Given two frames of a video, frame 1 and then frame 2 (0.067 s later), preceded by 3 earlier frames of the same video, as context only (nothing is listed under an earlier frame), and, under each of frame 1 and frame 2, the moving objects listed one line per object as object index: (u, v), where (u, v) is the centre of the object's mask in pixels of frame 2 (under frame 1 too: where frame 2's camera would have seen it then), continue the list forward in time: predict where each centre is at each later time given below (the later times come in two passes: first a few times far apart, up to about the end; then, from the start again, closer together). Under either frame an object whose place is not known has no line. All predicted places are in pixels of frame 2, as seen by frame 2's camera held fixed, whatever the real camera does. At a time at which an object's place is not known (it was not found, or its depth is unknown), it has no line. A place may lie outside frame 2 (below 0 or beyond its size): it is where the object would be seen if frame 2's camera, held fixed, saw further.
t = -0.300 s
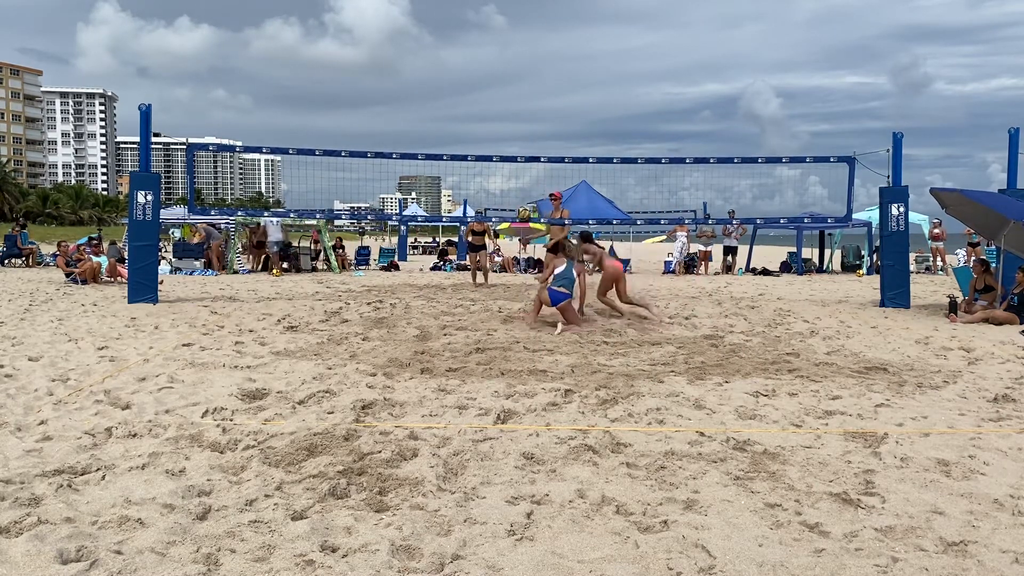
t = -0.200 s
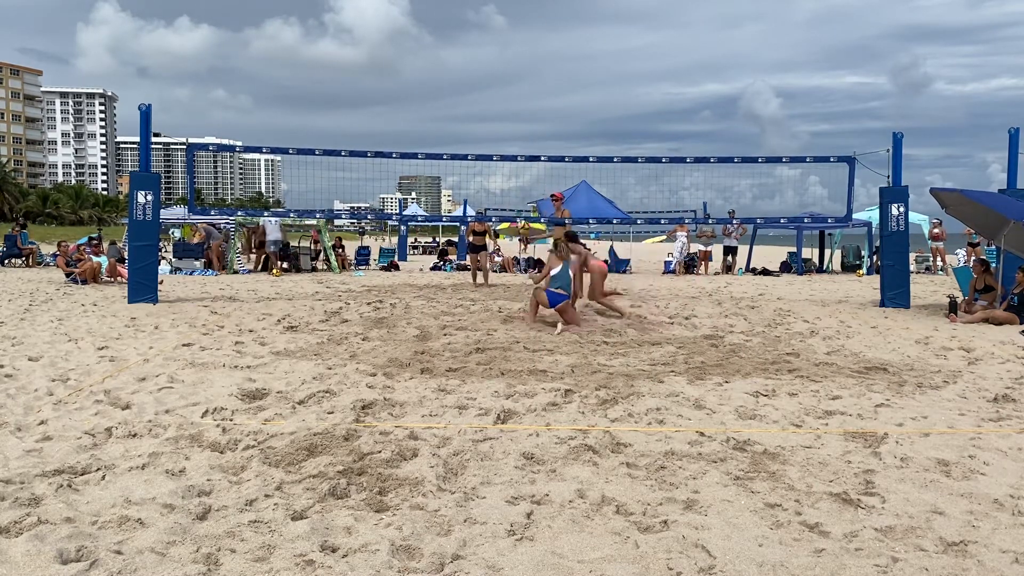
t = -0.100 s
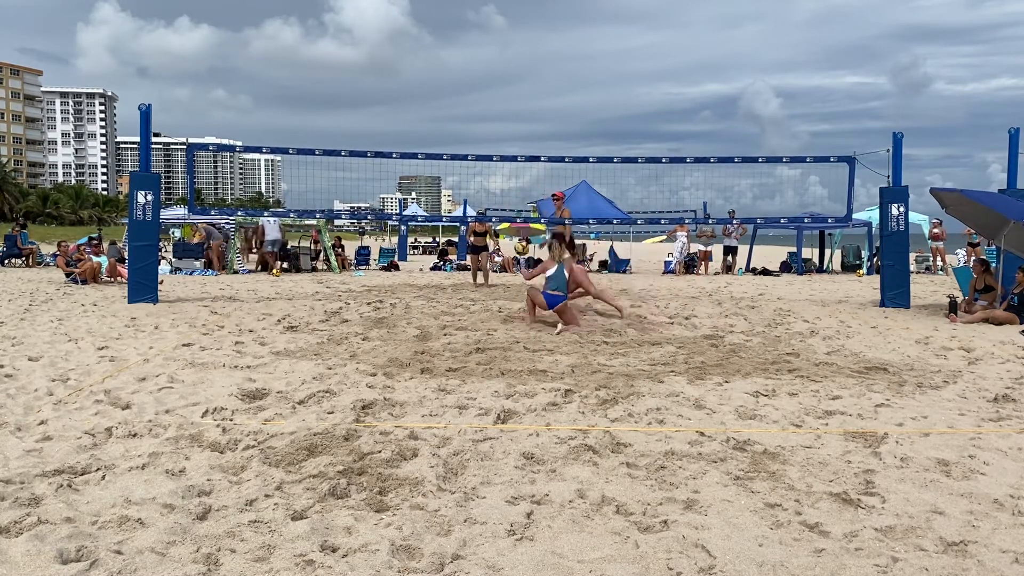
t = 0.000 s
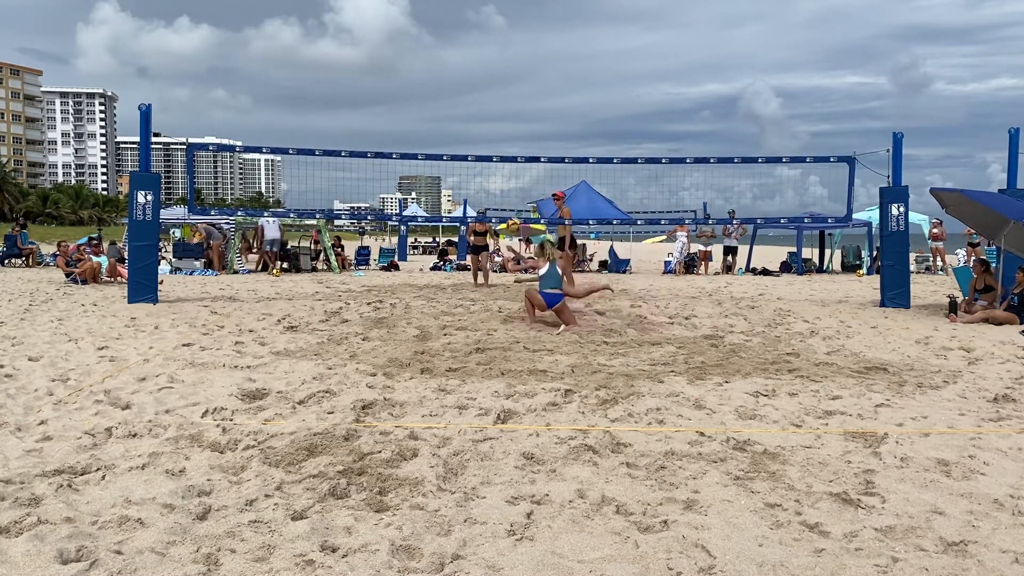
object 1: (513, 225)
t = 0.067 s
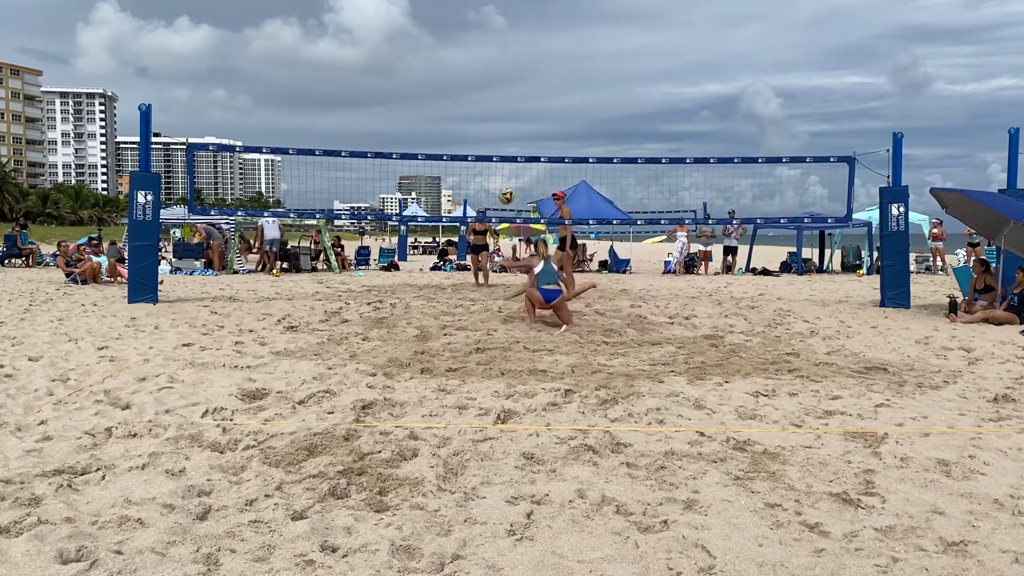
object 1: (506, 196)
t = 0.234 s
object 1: (487, 134)
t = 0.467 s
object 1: (458, 76)
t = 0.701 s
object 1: (425, 62)
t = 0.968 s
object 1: (382, 113)
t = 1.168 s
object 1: (346, 208)
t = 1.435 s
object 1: (309, 325)
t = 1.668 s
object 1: (322, 268)
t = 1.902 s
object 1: (338, 278)
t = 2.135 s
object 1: (356, 374)
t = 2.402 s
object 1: (399, 399)
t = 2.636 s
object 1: (430, 407)
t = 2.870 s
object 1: (457, 412)
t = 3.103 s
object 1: (476, 418)
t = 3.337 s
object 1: (494, 421)
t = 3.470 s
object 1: (493, 422)
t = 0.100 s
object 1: (503, 182)
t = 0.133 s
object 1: (499, 170)
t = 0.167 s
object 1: (495, 157)
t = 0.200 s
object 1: (491, 145)
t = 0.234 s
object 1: (487, 134)
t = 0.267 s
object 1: (483, 123)
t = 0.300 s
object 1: (479, 113)
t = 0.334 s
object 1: (475, 104)
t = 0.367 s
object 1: (471, 96)
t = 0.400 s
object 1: (467, 89)
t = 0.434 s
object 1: (462, 82)
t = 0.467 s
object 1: (458, 76)
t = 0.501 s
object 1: (454, 71)
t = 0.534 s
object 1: (449, 67)
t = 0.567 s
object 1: (444, 64)
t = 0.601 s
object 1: (440, 62)
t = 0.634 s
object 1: (435, 61)
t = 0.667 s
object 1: (430, 61)
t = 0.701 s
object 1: (425, 62)
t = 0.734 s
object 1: (420, 64)
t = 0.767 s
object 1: (415, 67)
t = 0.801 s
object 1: (410, 71)
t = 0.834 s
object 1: (405, 78)
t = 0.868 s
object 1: (399, 84)
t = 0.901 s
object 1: (394, 92)
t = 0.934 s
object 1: (388, 102)
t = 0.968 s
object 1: (382, 113)
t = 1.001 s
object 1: (377, 125)
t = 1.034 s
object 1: (371, 138)
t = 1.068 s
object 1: (365, 154)
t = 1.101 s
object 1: (358, 170)
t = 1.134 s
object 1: (353, 189)
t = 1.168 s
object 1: (346, 208)
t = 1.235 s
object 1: (329, 253)
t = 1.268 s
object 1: (325, 278)
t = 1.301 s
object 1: (318, 304)
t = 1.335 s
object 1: (311, 333)
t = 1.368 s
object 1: (306, 351)
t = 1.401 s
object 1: (307, 338)
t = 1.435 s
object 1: (309, 325)
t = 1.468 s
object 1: (312, 314)
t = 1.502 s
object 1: (312, 303)
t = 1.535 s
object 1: (314, 294)
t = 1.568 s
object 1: (316, 286)
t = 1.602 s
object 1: (318, 278)
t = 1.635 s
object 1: (320, 273)
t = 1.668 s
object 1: (322, 268)
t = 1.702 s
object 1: (324, 265)
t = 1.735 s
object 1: (326, 264)
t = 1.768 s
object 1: (328, 263)
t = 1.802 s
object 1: (329, 265)
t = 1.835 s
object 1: (333, 267)
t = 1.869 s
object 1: (335, 272)
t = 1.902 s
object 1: (338, 278)
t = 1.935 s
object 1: (340, 286)
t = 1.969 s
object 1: (343, 296)
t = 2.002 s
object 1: (345, 307)
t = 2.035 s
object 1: (348, 320)
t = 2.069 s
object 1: (350, 337)
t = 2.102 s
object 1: (353, 354)
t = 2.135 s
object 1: (356, 374)
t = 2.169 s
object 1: (359, 393)
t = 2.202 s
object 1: (366, 395)
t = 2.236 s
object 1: (371, 393)
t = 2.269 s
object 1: (377, 391)
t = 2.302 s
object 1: (382, 390)
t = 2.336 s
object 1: (388, 392)
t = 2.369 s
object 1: (394, 396)
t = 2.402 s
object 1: (399, 399)
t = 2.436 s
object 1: (404, 401)
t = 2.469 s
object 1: (408, 399)
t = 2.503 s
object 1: (412, 398)
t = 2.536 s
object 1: (416, 399)
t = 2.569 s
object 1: (421, 403)
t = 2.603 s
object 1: (425, 405)
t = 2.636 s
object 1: (430, 407)
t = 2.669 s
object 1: (434, 407)
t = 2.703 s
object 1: (439, 408)
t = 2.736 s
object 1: (443, 408)
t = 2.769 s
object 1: (446, 408)
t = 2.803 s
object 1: (451, 410)
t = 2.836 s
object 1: (454, 411)
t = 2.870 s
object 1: (457, 412)
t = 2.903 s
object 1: (460, 414)
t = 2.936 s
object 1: (463, 416)
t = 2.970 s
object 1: (465, 418)
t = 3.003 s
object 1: (468, 417)
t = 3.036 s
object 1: (471, 418)
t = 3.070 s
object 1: (474, 418)
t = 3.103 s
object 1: (476, 418)
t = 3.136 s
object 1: (479, 419)
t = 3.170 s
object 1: (483, 420)
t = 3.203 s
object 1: (486, 422)
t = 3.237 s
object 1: (489, 422)
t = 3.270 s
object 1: (491, 421)
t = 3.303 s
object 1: (493, 421)
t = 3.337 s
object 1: (494, 421)
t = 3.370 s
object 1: (495, 421)
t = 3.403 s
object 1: (494, 421)
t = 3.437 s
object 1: (494, 422)
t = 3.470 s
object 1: (493, 422)
